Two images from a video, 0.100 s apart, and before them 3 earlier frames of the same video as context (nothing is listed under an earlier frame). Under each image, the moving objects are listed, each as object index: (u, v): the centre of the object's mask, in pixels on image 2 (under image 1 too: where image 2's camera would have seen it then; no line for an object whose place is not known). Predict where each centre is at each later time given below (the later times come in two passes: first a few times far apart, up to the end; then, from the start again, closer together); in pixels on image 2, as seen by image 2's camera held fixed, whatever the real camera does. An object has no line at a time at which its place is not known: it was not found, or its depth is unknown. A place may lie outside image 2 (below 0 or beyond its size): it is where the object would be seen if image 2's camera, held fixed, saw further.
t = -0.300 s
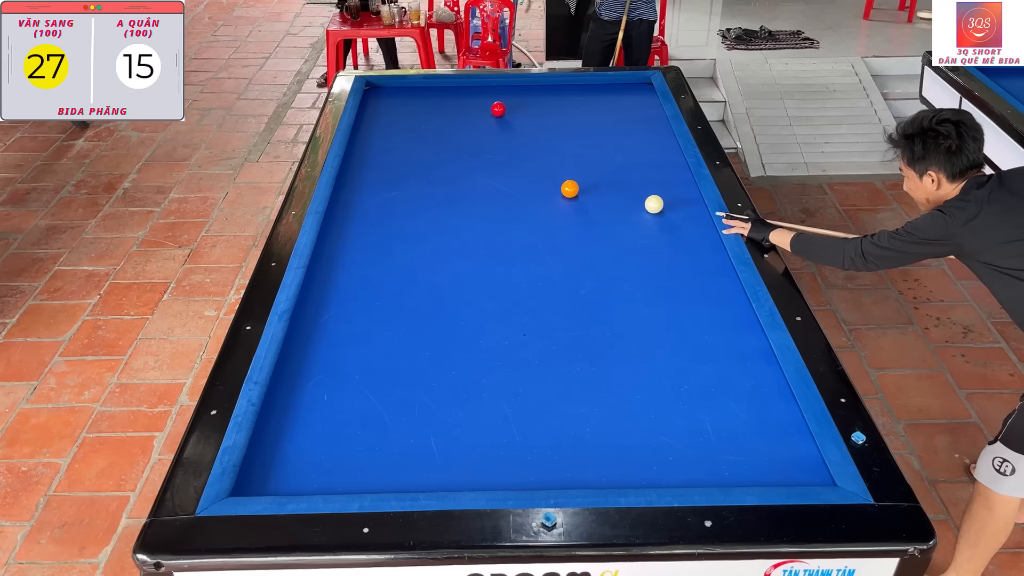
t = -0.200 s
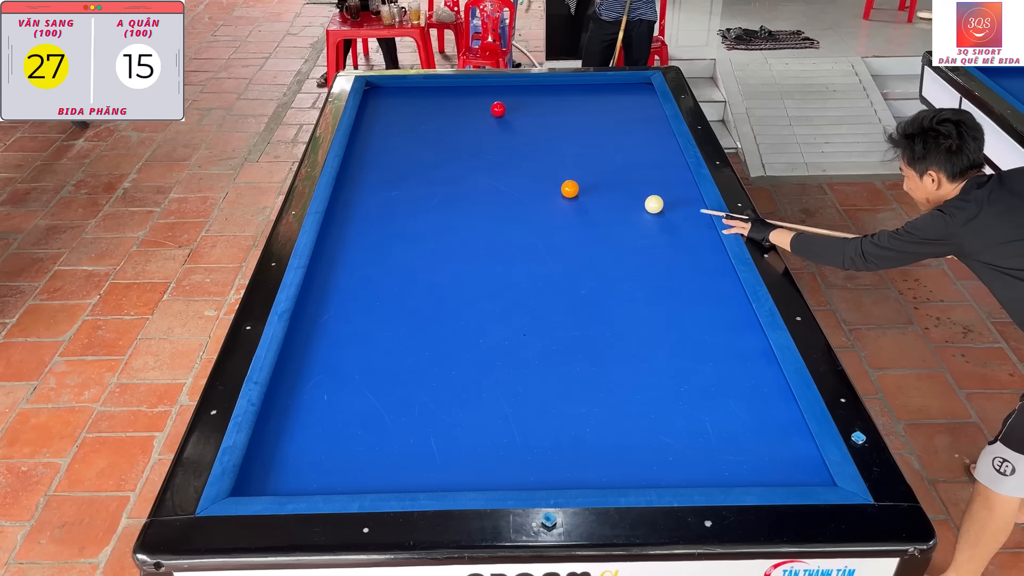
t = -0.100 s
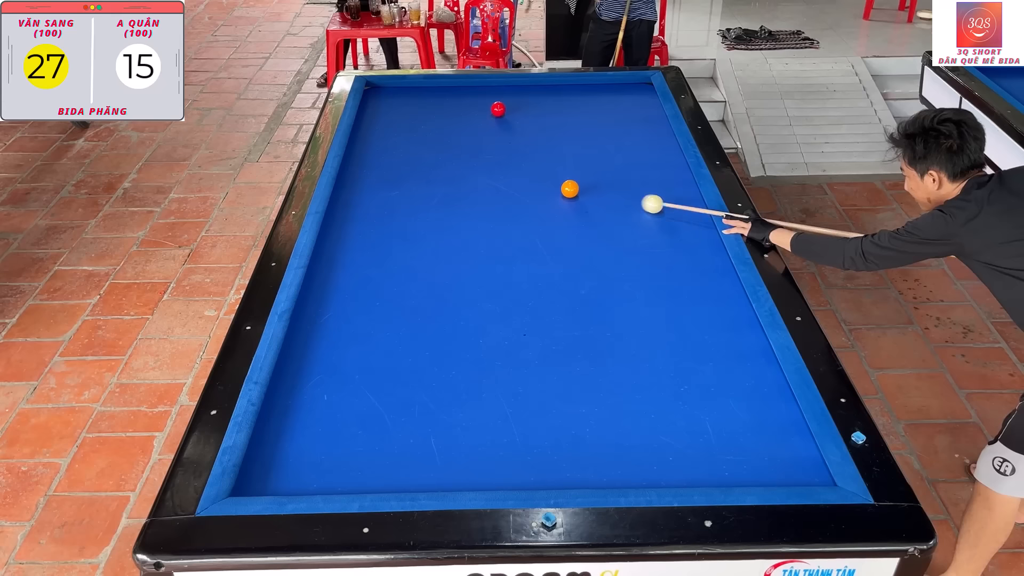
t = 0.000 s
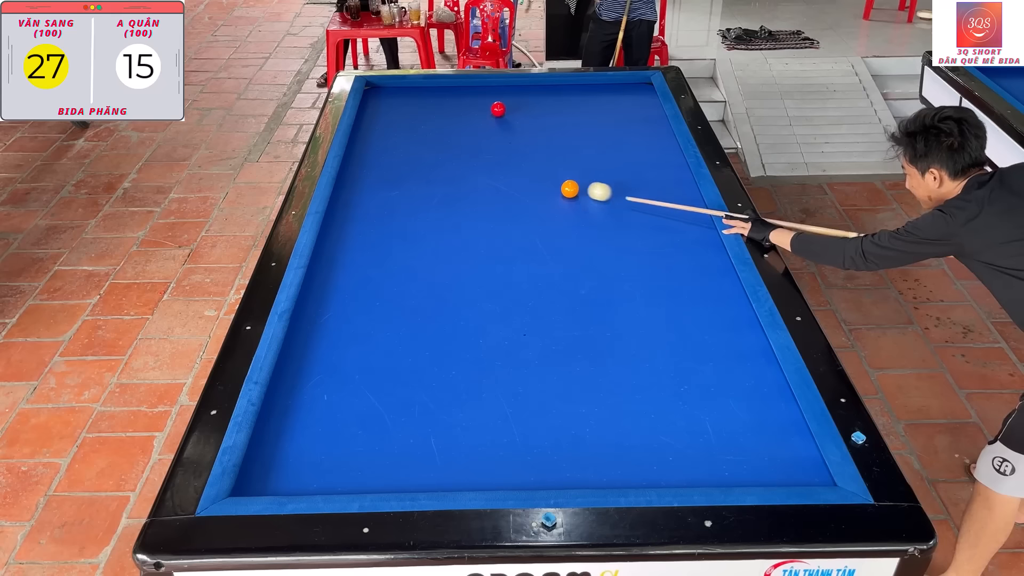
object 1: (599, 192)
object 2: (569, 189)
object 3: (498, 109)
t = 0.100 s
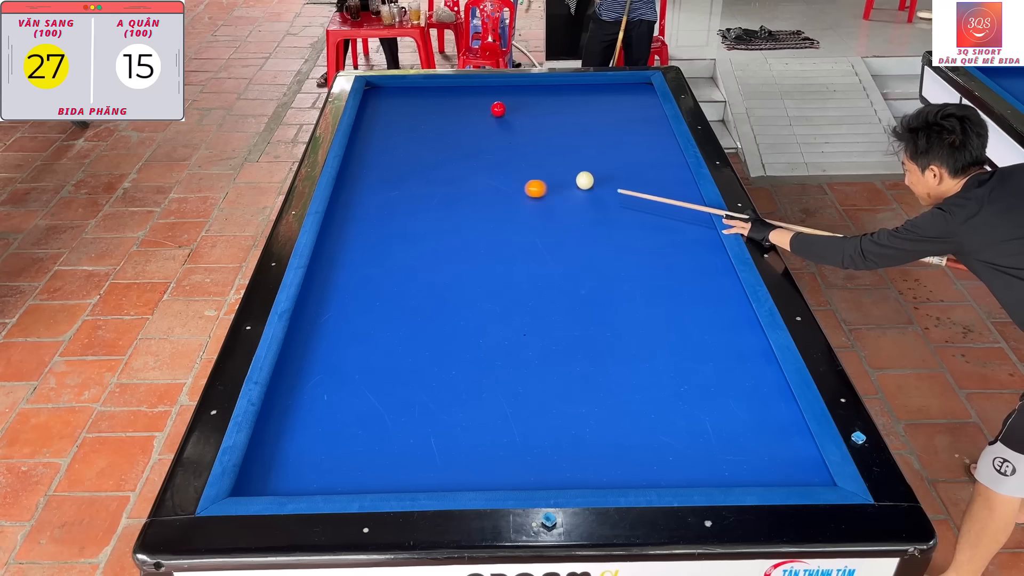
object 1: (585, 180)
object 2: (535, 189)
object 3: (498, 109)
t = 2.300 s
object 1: (480, 111)
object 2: (610, 165)
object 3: (422, 105)
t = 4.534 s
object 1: (402, 178)
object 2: (560, 155)
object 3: (384, 99)
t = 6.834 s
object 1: (330, 240)
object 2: (459, 152)
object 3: (391, 98)
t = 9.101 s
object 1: (334, 269)
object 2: (413, 151)
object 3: (391, 97)
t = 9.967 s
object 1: (335, 272)
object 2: (408, 151)
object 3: (391, 98)
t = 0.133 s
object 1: (583, 177)
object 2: (521, 189)
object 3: (498, 109)
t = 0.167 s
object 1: (581, 174)
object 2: (507, 189)
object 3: (498, 109)
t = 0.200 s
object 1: (578, 170)
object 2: (494, 188)
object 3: (498, 109)
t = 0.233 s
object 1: (576, 167)
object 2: (481, 188)
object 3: (498, 109)
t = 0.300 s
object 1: (569, 161)
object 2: (456, 188)
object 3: (498, 109)
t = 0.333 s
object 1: (566, 158)
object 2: (445, 188)
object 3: (498, 109)
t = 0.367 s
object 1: (563, 155)
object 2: (434, 188)
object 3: (498, 109)
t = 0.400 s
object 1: (559, 152)
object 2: (423, 187)
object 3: (498, 109)
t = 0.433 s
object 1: (556, 149)
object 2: (412, 187)
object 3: (498, 109)
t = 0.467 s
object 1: (553, 146)
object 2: (402, 187)
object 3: (498, 109)
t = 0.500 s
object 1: (550, 144)
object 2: (391, 187)
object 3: (498, 109)
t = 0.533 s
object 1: (547, 141)
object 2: (381, 187)
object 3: (498, 109)
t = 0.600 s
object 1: (541, 135)
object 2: (360, 186)
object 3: (498, 109)
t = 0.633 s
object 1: (538, 133)
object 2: (350, 186)
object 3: (498, 109)
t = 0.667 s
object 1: (535, 130)
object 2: (342, 186)
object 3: (498, 109)
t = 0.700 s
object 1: (533, 128)
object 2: (350, 186)
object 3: (498, 109)
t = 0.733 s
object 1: (530, 125)
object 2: (359, 185)
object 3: (498, 109)
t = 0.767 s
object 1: (527, 123)
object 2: (367, 185)
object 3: (498, 109)
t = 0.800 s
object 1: (524, 120)
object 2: (375, 184)
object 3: (498, 109)
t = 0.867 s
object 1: (519, 116)
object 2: (389, 183)
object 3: (498, 109)
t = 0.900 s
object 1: (516, 113)
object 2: (396, 183)
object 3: (498, 109)
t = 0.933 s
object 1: (514, 111)
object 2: (402, 182)
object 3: (498, 109)
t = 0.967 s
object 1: (513, 109)
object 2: (408, 182)
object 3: (497, 109)
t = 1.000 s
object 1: (513, 107)
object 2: (414, 182)
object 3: (494, 109)
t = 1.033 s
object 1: (513, 104)
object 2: (419, 181)
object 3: (492, 109)
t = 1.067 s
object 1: (512, 102)
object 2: (425, 181)
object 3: (490, 109)
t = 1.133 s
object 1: (512, 98)
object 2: (436, 180)
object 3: (486, 108)
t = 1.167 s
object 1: (511, 96)
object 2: (441, 179)
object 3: (484, 108)
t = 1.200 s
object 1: (511, 94)
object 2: (446, 179)
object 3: (482, 108)
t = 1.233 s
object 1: (511, 92)
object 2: (452, 178)
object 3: (480, 108)
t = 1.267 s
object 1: (510, 90)
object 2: (457, 178)
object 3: (478, 108)
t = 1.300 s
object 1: (510, 89)
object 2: (462, 178)
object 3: (476, 108)
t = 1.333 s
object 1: (510, 87)
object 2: (467, 177)
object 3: (474, 108)
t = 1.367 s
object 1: (509, 85)
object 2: (473, 177)
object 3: (472, 108)
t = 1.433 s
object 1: (508, 84)
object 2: (483, 176)
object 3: (468, 108)
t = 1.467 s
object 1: (507, 85)
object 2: (488, 176)
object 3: (466, 107)
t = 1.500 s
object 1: (506, 87)
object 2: (493, 175)
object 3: (464, 107)
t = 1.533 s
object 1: (505, 88)
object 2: (499, 175)
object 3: (462, 107)
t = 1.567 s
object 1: (504, 89)
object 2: (504, 175)
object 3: (461, 107)
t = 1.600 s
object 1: (503, 90)
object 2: (509, 174)
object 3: (459, 107)
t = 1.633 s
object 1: (502, 91)
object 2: (514, 174)
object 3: (457, 107)
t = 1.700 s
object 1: (499, 93)
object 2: (524, 173)
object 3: (453, 107)
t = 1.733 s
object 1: (498, 94)
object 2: (528, 172)
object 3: (451, 107)
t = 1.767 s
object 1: (497, 95)
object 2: (533, 172)
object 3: (449, 107)
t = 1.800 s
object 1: (496, 96)
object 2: (538, 172)
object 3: (448, 106)
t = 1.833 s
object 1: (495, 97)
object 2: (543, 171)
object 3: (446, 106)
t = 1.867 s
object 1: (494, 98)
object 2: (548, 171)
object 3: (444, 106)
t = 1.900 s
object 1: (493, 99)
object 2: (553, 170)
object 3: (442, 106)
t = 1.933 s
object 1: (492, 100)
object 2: (558, 170)
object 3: (441, 106)
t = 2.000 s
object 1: (490, 102)
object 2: (568, 169)
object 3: (437, 106)
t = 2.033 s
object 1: (489, 103)
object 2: (572, 169)
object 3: (436, 106)
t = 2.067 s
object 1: (488, 104)
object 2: (577, 168)
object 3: (434, 106)
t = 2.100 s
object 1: (486, 105)
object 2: (582, 168)
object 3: (432, 105)
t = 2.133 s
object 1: (485, 106)
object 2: (587, 167)
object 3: (431, 105)
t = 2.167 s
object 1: (484, 107)
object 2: (591, 167)
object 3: (429, 105)
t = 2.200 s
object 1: (483, 108)
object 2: (596, 167)
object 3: (427, 105)
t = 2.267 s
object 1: (481, 110)
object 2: (606, 166)
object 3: (424, 105)
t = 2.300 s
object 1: (480, 111)
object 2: (610, 165)
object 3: (422, 105)
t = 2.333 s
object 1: (479, 112)
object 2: (615, 165)
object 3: (421, 105)
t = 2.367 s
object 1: (478, 113)
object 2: (619, 165)
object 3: (419, 105)
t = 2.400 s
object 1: (476, 114)
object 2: (624, 164)
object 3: (417, 105)
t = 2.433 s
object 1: (475, 115)
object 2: (629, 164)
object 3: (416, 104)
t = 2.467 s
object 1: (474, 116)
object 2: (633, 163)
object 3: (414, 104)
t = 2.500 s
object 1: (473, 117)
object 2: (638, 163)
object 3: (413, 104)
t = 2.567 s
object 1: (471, 119)
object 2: (647, 162)
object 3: (410, 104)
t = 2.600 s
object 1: (470, 120)
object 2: (651, 162)
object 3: (408, 104)
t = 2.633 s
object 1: (468, 121)
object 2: (656, 161)
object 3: (407, 104)
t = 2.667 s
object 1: (467, 122)
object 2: (660, 161)
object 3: (405, 104)
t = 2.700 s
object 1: (466, 123)
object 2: (665, 161)
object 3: (404, 104)
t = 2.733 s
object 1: (465, 124)
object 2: (669, 160)
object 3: (402, 103)
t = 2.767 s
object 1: (464, 125)
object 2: (673, 160)
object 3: (401, 103)
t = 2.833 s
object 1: (462, 127)
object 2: (674, 159)
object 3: (398, 103)
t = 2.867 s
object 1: (460, 128)
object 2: (671, 159)
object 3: (397, 103)
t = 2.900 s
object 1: (459, 129)
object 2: (668, 159)
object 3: (395, 103)
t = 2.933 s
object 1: (458, 130)
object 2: (665, 159)
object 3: (394, 103)
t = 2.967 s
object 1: (457, 131)
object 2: (662, 159)
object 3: (392, 103)
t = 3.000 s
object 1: (456, 132)
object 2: (660, 159)
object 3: (391, 103)
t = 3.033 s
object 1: (455, 133)
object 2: (657, 159)
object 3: (390, 102)
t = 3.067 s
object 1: (453, 134)
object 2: (655, 159)
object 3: (388, 102)
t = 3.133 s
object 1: (451, 136)
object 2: (650, 159)
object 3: (386, 102)
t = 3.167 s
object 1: (450, 137)
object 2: (648, 159)
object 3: (384, 102)
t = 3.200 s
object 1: (449, 138)
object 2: (645, 159)
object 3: (383, 102)
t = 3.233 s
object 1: (448, 139)
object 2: (643, 158)
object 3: (382, 102)
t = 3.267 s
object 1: (447, 140)
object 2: (641, 158)
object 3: (380, 102)
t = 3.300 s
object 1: (445, 141)
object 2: (638, 158)
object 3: (379, 102)
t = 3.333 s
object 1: (444, 142)
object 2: (636, 158)
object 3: (378, 102)
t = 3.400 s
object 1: (442, 144)
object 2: (631, 158)
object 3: (375, 101)
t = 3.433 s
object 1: (441, 145)
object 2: (629, 158)
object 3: (374, 101)
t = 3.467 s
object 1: (439, 146)
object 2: (626, 158)
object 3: (373, 101)
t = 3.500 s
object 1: (438, 147)
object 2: (624, 158)
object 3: (371, 101)
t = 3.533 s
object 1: (437, 148)
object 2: (622, 158)
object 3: (370, 101)
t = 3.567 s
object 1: (436, 149)
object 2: (619, 158)
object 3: (369, 101)
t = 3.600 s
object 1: (435, 150)
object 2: (617, 158)
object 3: (368, 101)
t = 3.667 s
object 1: (432, 152)
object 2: (613, 158)
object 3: (369, 100)
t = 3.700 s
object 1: (431, 153)
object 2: (611, 157)
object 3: (369, 101)
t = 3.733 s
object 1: (430, 154)
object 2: (608, 157)
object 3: (370, 100)
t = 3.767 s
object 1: (429, 155)
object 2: (606, 157)
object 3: (371, 100)
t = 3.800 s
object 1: (428, 156)
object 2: (604, 157)
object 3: (371, 100)
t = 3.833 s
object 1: (426, 157)
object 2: (602, 157)
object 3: (372, 100)
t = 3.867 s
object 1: (425, 158)
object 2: (600, 157)
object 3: (373, 100)
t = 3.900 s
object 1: (424, 159)
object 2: (598, 157)
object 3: (374, 100)
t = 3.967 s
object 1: (422, 161)
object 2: (593, 157)
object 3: (375, 100)
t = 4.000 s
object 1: (421, 162)
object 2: (591, 156)
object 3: (375, 100)
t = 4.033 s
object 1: (419, 163)
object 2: (589, 156)
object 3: (376, 100)
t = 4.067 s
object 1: (418, 164)
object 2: (587, 156)
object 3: (377, 100)
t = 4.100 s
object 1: (417, 165)
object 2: (585, 156)
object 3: (377, 100)
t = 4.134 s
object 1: (416, 166)
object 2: (583, 156)
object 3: (378, 100)
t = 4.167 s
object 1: (415, 167)
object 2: (581, 156)
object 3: (378, 100)
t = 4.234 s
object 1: (412, 169)
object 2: (577, 156)
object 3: (379, 100)
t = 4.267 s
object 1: (411, 170)
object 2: (575, 156)
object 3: (380, 100)
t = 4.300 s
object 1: (410, 171)
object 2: (573, 156)
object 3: (380, 99)
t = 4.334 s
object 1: (409, 172)
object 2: (571, 155)
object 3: (381, 99)
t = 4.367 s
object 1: (408, 173)
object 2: (569, 155)
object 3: (381, 99)
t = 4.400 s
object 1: (406, 174)
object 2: (567, 155)
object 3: (382, 99)
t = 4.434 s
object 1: (405, 175)
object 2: (566, 155)
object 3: (382, 99)
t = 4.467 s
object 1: (404, 176)
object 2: (564, 155)
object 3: (383, 99)
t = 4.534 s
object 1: (402, 178)
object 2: (560, 155)
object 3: (384, 99)
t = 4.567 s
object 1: (401, 179)
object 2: (558, 155)
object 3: (384, 99)
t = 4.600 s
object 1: (400, 180)
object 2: (556, 155)
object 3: (385, 99)
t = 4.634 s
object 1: (399, 181)
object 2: (554, 155)
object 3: (385, 99)
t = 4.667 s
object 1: (397, 182)
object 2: (552, 154)
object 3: (385, 99)
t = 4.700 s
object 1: (396, 183)
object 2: (551, 154)
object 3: (386, 99)
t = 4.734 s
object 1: (395, 184)
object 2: (549, 154)
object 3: (386, 99)
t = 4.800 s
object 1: (393, 186)
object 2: (545, 154)
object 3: (387, 98)
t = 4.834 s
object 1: (392, 187)
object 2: (544, 154)
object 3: (387, 98)
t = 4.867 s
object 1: (391, 188)
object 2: (542, 154)
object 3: (387, 98)
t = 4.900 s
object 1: (390, 189)
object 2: (540, 154)
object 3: (388, 98)
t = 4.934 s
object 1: (388, 190)
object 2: (538, 154)
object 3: (388, 98)
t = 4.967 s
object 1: (387, 191)
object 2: (537, 154)
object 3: (388, 98)
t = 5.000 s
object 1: (386, 191)
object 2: (535, 154)
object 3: (388, 98)
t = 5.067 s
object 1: (384, 193)
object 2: (532, 153)
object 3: (389, 98)
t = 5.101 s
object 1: (383, 195)
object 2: (530, 153)
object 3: (389, 98)
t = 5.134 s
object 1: (382, 195)
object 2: (528, 153)
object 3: (389, 98)
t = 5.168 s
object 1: (381, 196)
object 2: (527, 153)
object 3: (389, 98)
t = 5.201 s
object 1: (380, 197)
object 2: (525, 153)
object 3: (389, 98)
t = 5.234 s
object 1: (379, 198)
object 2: (524, 153)
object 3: (390, 98)
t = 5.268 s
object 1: (378, 199)
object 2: (522, 153)
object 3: (390, 98)
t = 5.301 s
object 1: (377, 200)
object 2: (520, 153)
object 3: (390, 98)
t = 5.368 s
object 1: (374, 202)
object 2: (517, 153)
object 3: (390, 98)
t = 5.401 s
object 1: (373, 203)
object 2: (516, 153)
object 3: (390, 98)
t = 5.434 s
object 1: (372, 204)
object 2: (514, 153)
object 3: (390, 98)
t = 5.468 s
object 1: (371, 205)
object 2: (512, 153)
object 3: (391, 98)
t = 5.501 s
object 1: (370, 206)
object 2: (511, 153)
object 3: (391, 98)
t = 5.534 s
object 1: (369, 207)
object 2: (509, 153)
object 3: (391, 98)
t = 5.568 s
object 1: (368, 208)
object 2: (508, 153)
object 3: (391, 98)
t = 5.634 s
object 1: (366, 209)
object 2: (505, 153)
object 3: (391, 98)
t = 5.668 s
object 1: (365, 210)
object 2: (504, 153)
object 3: (391, 97)
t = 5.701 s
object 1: (364, 211)
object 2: (502, 153)
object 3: (391, 97)
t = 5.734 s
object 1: (363, 212)
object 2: (500, 153)
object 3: (391, 98)
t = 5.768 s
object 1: (362, 213)
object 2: (499, 153)
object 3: (391, 98)
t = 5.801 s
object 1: (361, 214)
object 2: (498, 153)
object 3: (391, 98)
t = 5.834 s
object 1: (360, 215)
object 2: (496, 152)
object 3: (391, 97)
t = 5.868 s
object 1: (359, 216)
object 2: (495, 152)
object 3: (391, 98)
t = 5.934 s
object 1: (357, 218)
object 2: (492, 152)
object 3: (391, 97)
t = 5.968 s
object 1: (356, 218)
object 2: (491, 152)
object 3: (391, 97)
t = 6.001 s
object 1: (355, 219)
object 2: (489, 152)
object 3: (391, 97)
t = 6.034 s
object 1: (354, 220)
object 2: (488, 152)
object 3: (391, 97)
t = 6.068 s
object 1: (352, 221)
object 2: (487, 152)
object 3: (391, 98)
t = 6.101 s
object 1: (352, 222)
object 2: (486, 152)
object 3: (391, 98)
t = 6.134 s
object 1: (350, 223)
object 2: (484, 152)
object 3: (391, 98)
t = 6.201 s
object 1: (348, 224)
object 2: (482, 152)
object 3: (391, 98)
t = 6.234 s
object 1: (347, 225)
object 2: (480, 152)
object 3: (391, 98)
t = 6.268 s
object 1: (346, 226)
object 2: (479, 152)
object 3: (391, 98)
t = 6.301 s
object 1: (345, 227)
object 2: (478, 152)
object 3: (391, 98)
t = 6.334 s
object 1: (344, 228)
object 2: (477, 152)
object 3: (391, 98)
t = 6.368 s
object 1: (343, 229)
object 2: (475, 152)
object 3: (391, 98)
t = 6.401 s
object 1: (342, 229)
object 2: (474, 152)
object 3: (391, 98)
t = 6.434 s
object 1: (341, 230)
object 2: (473, 152)
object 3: (391, 98)
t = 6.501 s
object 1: (339, 232)
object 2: (470, 152)
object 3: (391, 98)
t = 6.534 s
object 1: (338, 233)
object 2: (469, 152)
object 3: (391, 98)
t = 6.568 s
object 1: (338, 233)
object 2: (468, 152)
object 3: (391, 98)
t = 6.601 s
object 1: (337, 234)
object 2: (467, 152)
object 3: (391, 97)
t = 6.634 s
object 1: (336, 235)
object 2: (466, 152)
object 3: (391, 97)
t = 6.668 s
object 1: (335, 236)
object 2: (465, 152)
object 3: (391, 98)
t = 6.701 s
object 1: (334, 236)
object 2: (464, 152)
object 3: (391, 98)
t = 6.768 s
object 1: (332, 238)
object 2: (461, 152)
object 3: (391, 98)
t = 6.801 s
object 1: (331, 239)
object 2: (460, 152)
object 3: (391, 98)
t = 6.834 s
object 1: (330, 240)
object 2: (459, 152)
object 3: (391, 98)
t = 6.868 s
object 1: (329, 240)
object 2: (458, 152)
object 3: (391, 98)
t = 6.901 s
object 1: (328, 241)
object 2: (457, 152)
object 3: (391, 98)
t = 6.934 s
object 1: (328, 242)
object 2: (456, 152)
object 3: (391, 98)
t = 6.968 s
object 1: (327, 242)
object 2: (455, 152)
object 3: (391, 97)
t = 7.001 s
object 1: (326, 243)
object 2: (454, 152)
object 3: (391, 98)
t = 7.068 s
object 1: (325, 245)
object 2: (452, 152)
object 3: (391, 98)
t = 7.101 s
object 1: (326, 245)
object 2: (451, 152)
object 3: (391, 98)
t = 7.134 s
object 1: (326, 246)
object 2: (450, 152)
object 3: (391, 98)
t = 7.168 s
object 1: (326, 246)
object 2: (449, 152)
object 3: (391, 98)
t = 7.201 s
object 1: (326, 247)
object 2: (448, 152)
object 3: (391, 97)
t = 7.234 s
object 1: (327, 247)
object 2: (447, 151)
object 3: (391, 98)
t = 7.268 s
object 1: (327, 248)
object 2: (447, 151)
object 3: (391, 98)
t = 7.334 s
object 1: (327, 249)
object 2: (445, 151)
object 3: (391, 98)
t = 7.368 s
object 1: (328, 250)
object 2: (444, 151)
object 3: (391, 98)
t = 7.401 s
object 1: (328, 250)
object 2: (443, 151)
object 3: (391, 98)
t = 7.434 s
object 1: (328, 250)
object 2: (442, 151)
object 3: (391, 98)
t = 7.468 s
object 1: (329, 251)
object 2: (441, 151)
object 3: (391, 98)
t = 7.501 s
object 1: (329, 252)
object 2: (440, 151)
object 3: (391, 98)
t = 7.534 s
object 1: (329, 252)
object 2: (440, 151)
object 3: (391, 98)
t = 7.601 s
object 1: (329, 253)
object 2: (438, 151)
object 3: (391, 98)
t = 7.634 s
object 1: (329, 254)
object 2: (437, 151)
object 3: (391, 98)
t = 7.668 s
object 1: (329, 254)
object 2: (436, 151)
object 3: (391, 98)
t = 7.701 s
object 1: (328, 254)
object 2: (436, 151)
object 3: (391, 98)
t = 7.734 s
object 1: (327, 253)
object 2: (435, 151)
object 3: (391, 98)
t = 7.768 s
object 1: (325, 251)
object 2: (434, 151)
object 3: (391, 98)
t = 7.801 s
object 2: (433, 151)
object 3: (391, 98)
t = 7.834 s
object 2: (433, 151)
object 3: (391, 98)
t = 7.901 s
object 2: (431, 151)
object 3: (391, 98)
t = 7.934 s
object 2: (430, 151)
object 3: (391, 98)
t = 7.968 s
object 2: (430, 151)
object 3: (391, 98)
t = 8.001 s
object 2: (429, 151)
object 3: (391, 97)
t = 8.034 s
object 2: (428, 151)
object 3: (391, 97)
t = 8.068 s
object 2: (428, 151)
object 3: (391, 97)
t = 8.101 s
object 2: (427, 151)
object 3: (391, 97)
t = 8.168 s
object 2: (426, 151)
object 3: (391, 97)
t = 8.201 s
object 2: (425, 151)
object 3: (391, 97)
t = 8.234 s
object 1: (337, 263)
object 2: (425, 151)
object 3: (391, 97)
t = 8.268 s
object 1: (333, 262)
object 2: (424, 151)
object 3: (391, 97)
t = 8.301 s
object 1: (333, 262)
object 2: (423, 151)
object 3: (391, 97)
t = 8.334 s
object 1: (333, 263)
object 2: (423, 151)
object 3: (391, 97)
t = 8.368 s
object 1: (333, 263)
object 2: (422, 151)
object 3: (391, 97)
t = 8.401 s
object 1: (333, 263)
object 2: (421, 151)
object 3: (391, 97)
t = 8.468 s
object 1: (334, 264)
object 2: (420, 151)
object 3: (391, 98)
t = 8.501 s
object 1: (334, 264)
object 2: (420, 151)
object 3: (391, 98)
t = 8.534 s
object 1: (334, 264)
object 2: (419, 151)
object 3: (391, 98)
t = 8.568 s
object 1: (334, 265)
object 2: (419, 151)
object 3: (391, 98)
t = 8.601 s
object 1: (334, 265)
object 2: (418, 151)
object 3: (391, 98)
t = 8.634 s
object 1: (334, 265)
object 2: (418, 151)
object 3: (391, 97)
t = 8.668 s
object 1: (334, 266)
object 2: (417, 151)
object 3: (391, 97)
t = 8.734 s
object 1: (334, 266)
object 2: (417, 151)
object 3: (391, 97)
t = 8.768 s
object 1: (334, 267)
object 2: (416, 151)
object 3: (391, 97)
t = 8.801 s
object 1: (334, 267)
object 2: (416, 151)
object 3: (391, 97)
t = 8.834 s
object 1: (334, 267)
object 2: (415, 151)
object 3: (391, 97)
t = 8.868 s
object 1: (334, 267)
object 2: (415, 151)
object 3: (391, 97)
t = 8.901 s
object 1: (334, 268)
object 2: (414, 151)
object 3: (391, 97)
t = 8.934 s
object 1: (334, 268)
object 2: (414, 151)
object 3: (391, 97)
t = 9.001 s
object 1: (334, 268)
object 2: (413, 151)
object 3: (391, 97)
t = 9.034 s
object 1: (334, 269)
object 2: (413, 151)
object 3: (391, 97)
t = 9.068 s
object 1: (334, 269)
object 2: (413, 151)
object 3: (391, 98)
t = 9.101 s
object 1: (334, 269)
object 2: (413, 151)
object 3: (391, 97)
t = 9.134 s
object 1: (334, 269)
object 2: (412, 151)
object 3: (391, 97)
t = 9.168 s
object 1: (334, 269)
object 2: (412, 151)
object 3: (391, 97)
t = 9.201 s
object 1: (334, 269)
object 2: (412, 151)
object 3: (391, 97)
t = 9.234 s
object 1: (334, 270)
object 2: (411, 151)
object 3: (391, 97)
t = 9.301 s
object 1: (335, 270)
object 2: (411, 151)
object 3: (391, 97)
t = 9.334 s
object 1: (335, 270)
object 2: (411, 151)
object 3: (391, 98)
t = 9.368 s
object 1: (335, 270)
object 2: (410, 151)
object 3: (391, 98)
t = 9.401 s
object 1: (335, 271)
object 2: (410, 151)
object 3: (391, 98)
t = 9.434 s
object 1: (335, 271)
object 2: (410, 151)
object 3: (391, 98)
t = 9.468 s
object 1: (335, 271)
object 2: (410, 151)
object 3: (391, 97)
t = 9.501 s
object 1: (335, 271)
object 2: (409, 151)
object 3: (391, 97)
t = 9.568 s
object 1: (335, 271)
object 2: (409, 151)
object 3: (391, 97)
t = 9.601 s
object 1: (335, 271)
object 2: (409, 151)
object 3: (391, 97)
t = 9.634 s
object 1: (335, 271)
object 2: (409, 151)
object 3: (391, 97)
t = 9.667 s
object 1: (335, 271)
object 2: (409, 151)
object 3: (391, 98)
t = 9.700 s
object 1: (335, 271)
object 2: (409, 151)
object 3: (391, 98)
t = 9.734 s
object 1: (335, 271)
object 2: (408, 151)
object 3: (391, 98)
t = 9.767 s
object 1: (335, 272)
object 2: (408, 151)
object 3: (391, 98)
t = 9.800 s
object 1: (335, 272)
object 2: (408, 151)
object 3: (391, 98)
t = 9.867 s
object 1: (335, 272)
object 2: (408, 151)
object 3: (391, 98)
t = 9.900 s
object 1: (335, 272)
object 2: (408, 151)
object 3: (391, 98)
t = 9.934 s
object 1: (335, 272)
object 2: (408, 151)
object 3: (391, 98)
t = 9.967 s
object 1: (335, 272)
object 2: (408, 151)
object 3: (391, 98)
